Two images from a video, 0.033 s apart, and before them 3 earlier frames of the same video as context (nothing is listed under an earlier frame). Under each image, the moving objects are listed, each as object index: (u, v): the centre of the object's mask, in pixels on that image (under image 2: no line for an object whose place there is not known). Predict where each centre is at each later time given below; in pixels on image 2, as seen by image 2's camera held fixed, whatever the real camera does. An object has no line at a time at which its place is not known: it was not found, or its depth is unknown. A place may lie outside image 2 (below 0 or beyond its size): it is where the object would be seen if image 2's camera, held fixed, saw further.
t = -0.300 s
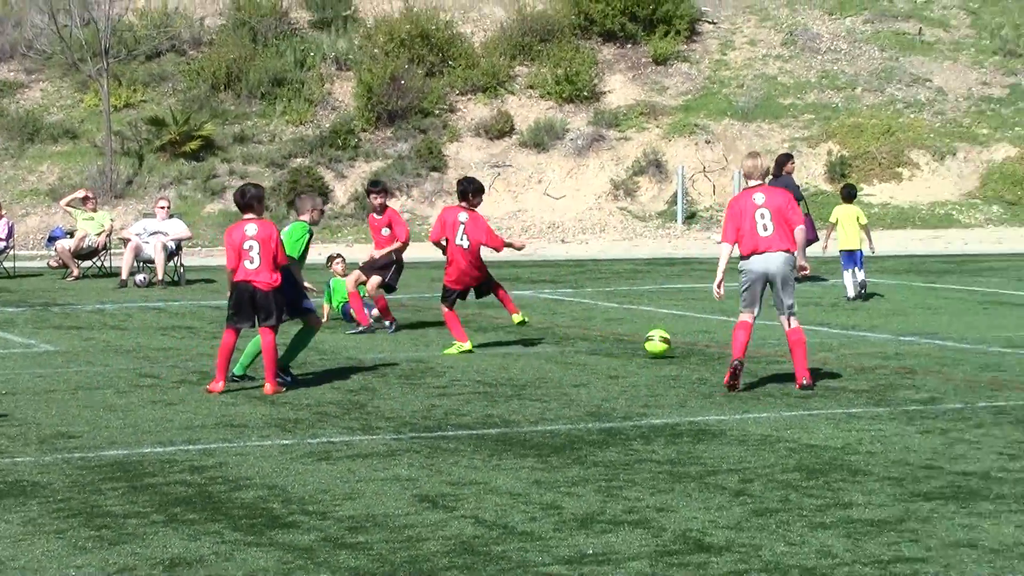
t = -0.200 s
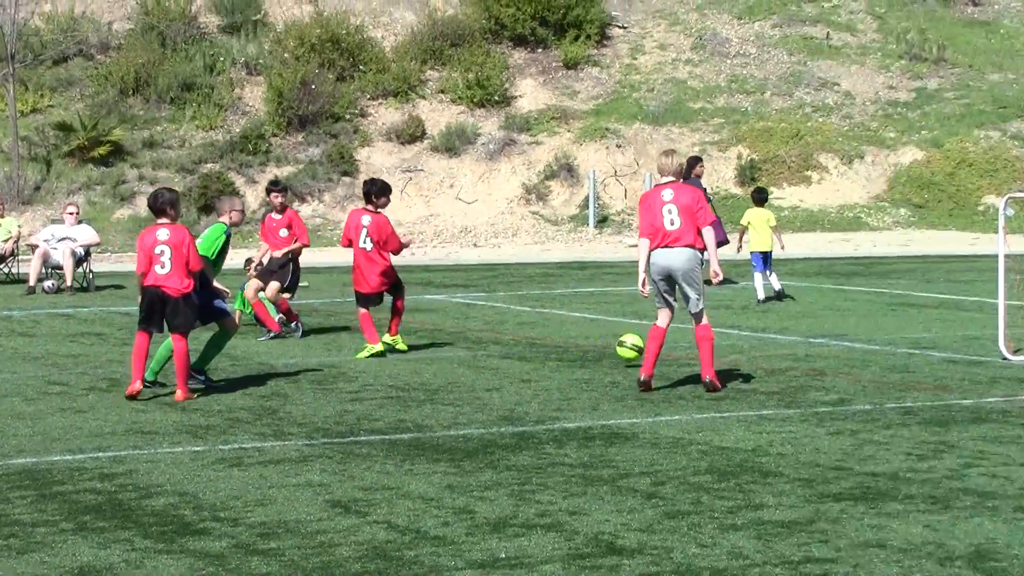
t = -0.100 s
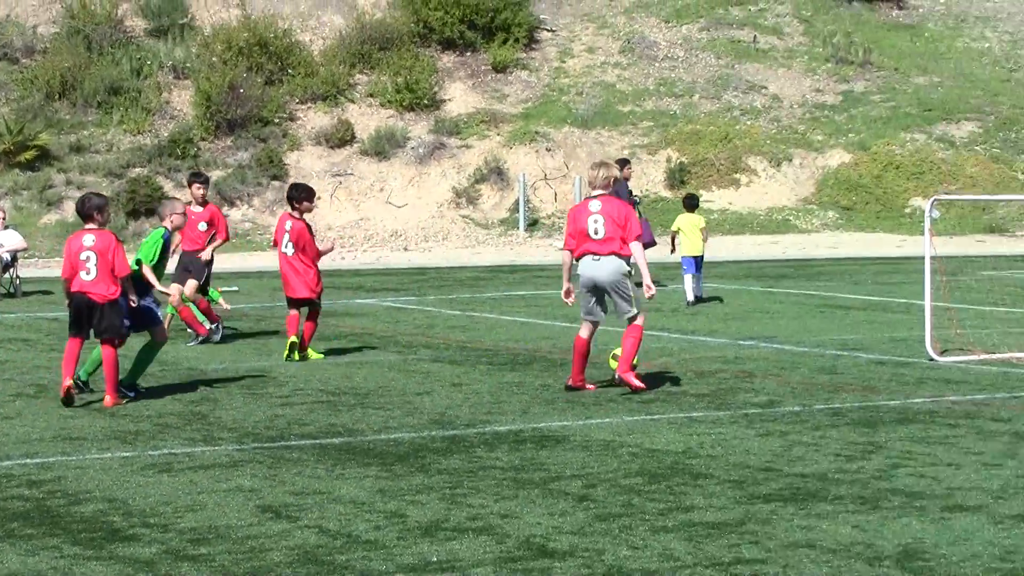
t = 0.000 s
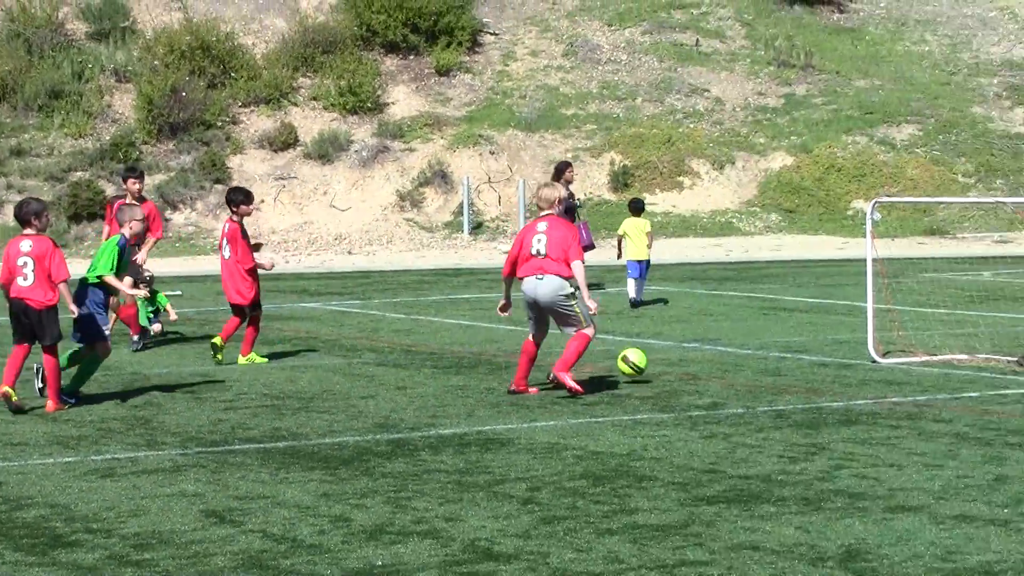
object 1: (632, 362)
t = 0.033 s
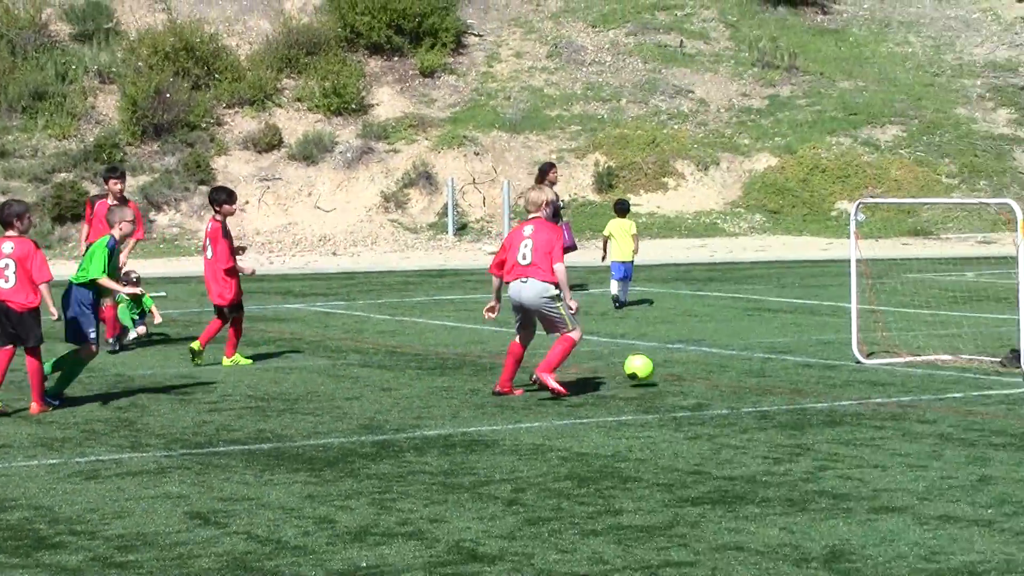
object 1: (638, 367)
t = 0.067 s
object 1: (660, 373)
